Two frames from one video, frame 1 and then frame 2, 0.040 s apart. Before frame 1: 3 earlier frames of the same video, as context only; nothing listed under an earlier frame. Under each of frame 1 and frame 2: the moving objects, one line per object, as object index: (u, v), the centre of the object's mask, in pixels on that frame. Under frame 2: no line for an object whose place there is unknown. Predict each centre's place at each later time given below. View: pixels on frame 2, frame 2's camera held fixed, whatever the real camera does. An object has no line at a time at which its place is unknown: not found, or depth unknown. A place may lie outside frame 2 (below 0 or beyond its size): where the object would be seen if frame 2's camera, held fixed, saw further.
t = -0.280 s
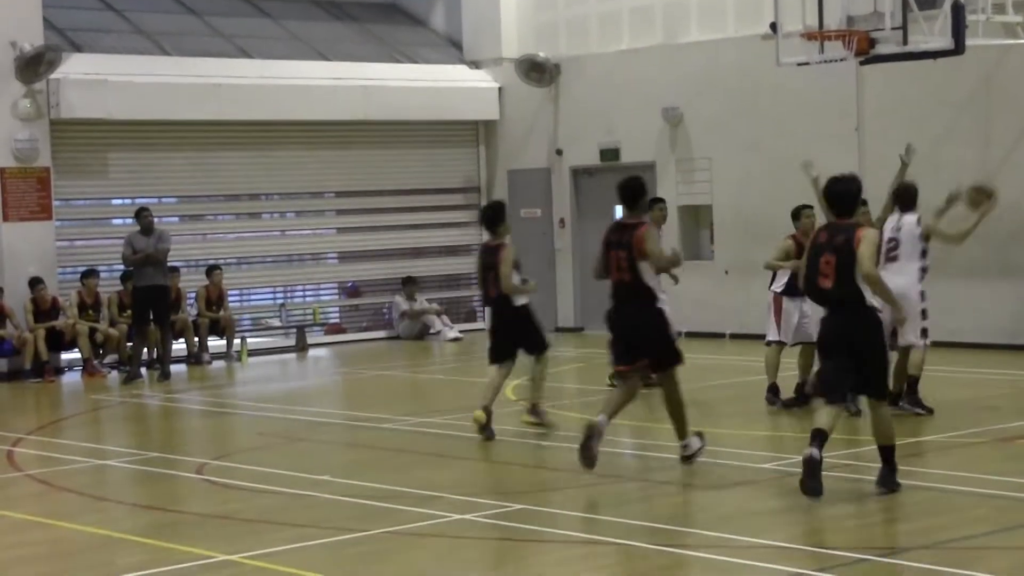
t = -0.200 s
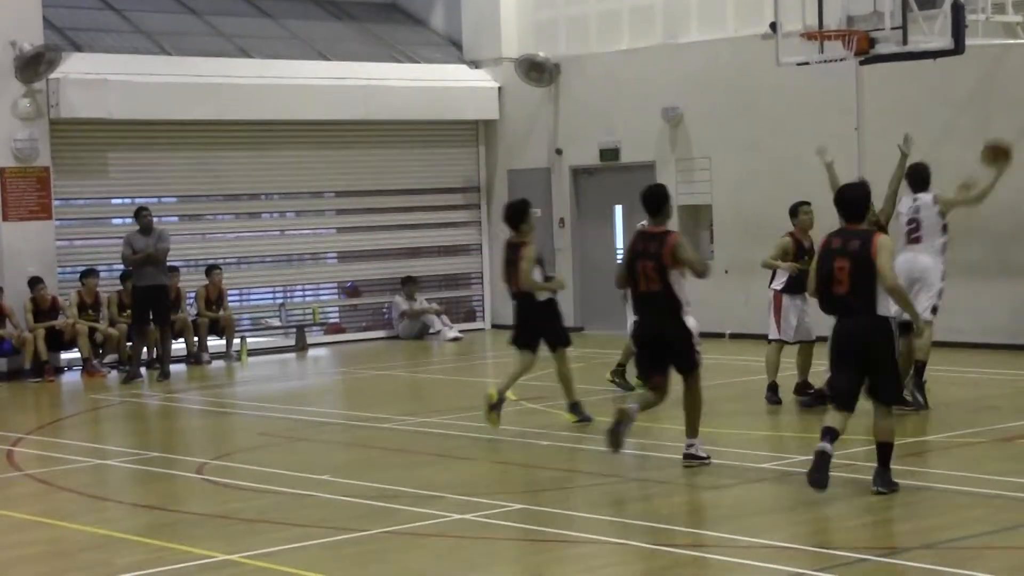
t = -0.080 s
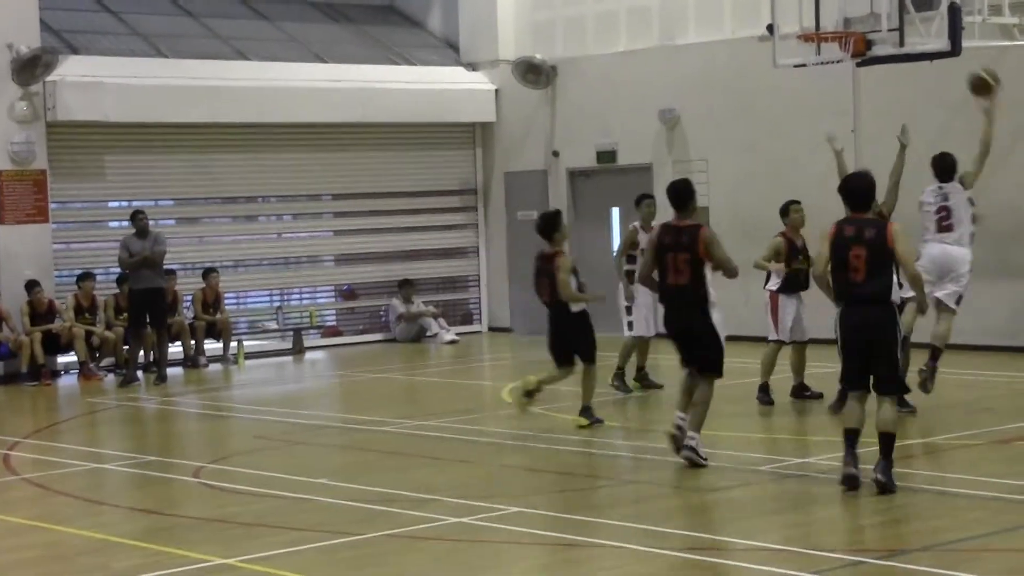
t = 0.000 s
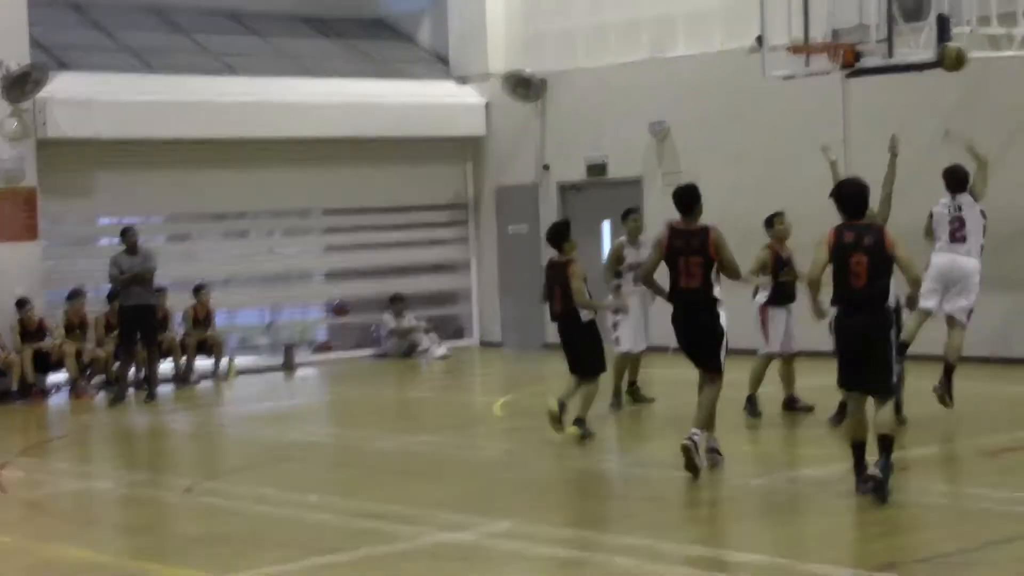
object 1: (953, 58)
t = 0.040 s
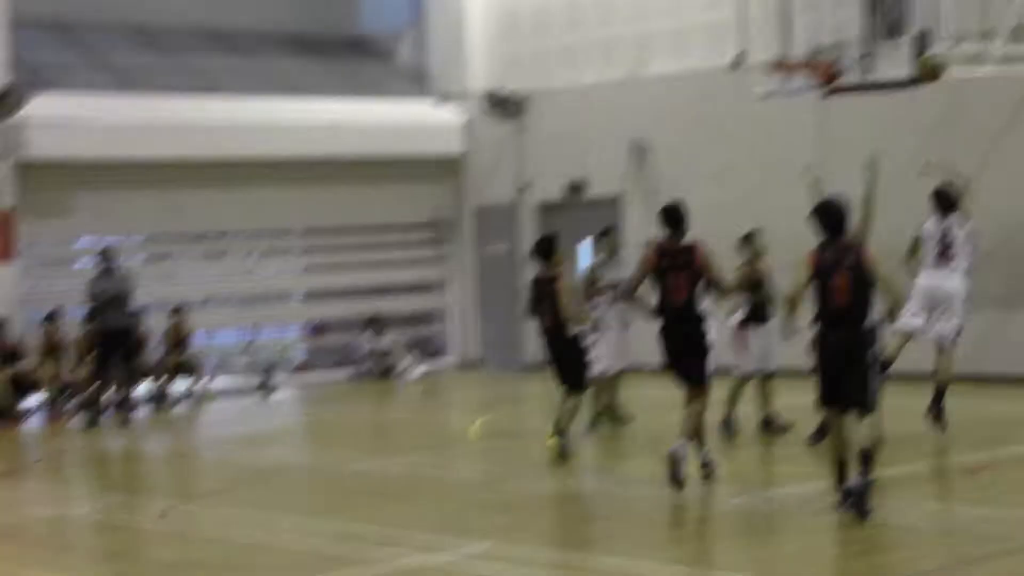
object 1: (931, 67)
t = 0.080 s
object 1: (933, 64)
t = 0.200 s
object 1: (944, 65)
